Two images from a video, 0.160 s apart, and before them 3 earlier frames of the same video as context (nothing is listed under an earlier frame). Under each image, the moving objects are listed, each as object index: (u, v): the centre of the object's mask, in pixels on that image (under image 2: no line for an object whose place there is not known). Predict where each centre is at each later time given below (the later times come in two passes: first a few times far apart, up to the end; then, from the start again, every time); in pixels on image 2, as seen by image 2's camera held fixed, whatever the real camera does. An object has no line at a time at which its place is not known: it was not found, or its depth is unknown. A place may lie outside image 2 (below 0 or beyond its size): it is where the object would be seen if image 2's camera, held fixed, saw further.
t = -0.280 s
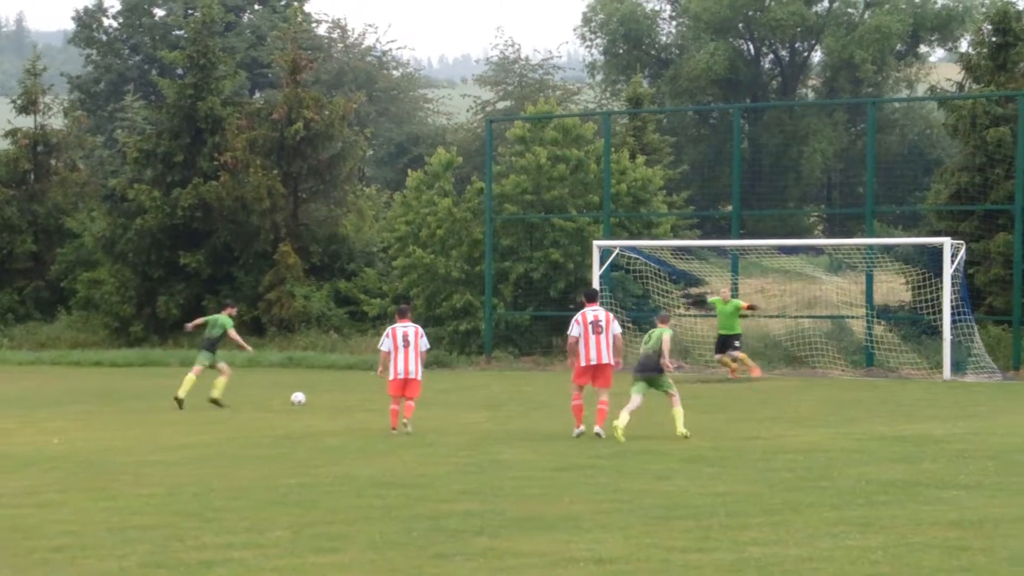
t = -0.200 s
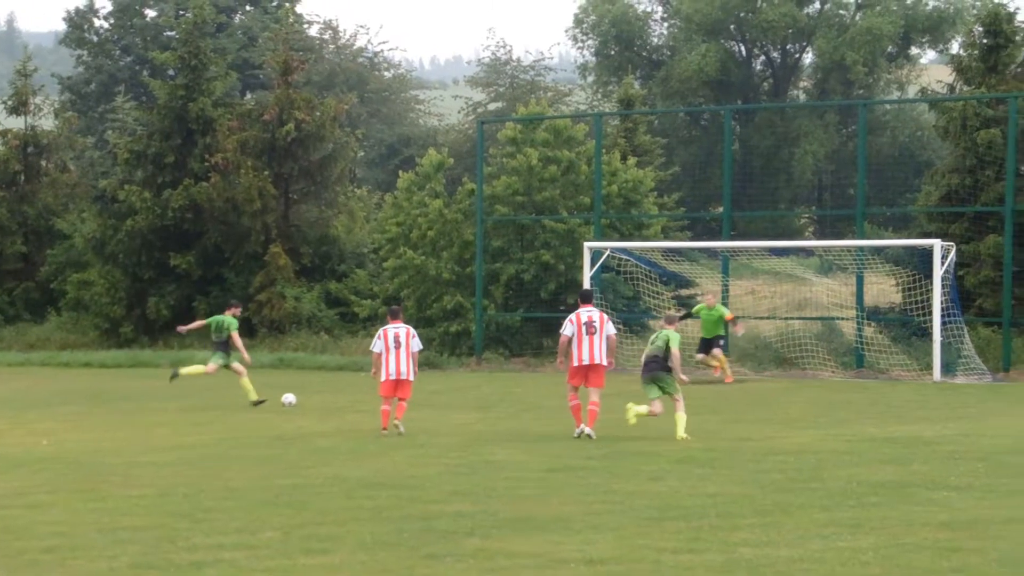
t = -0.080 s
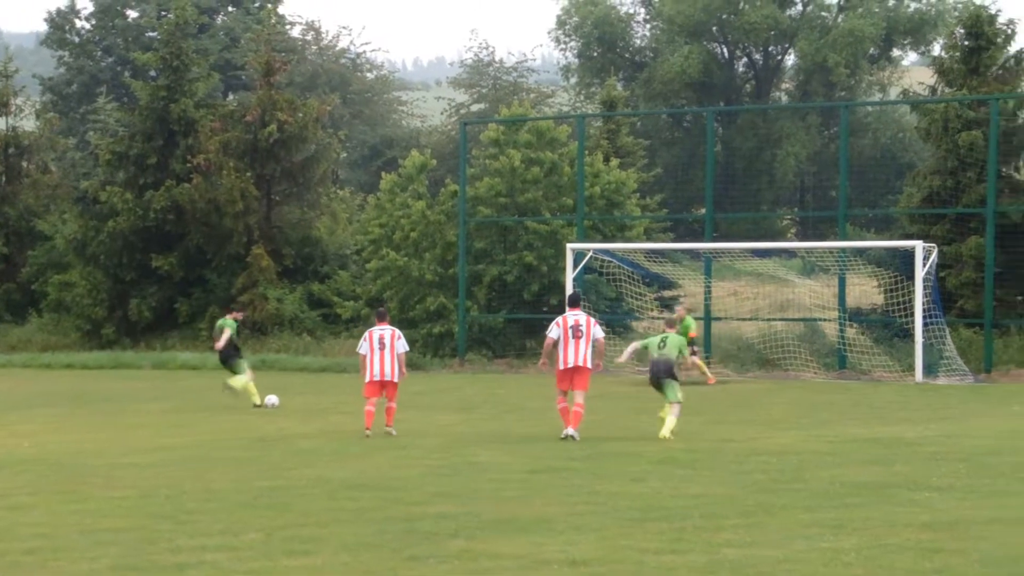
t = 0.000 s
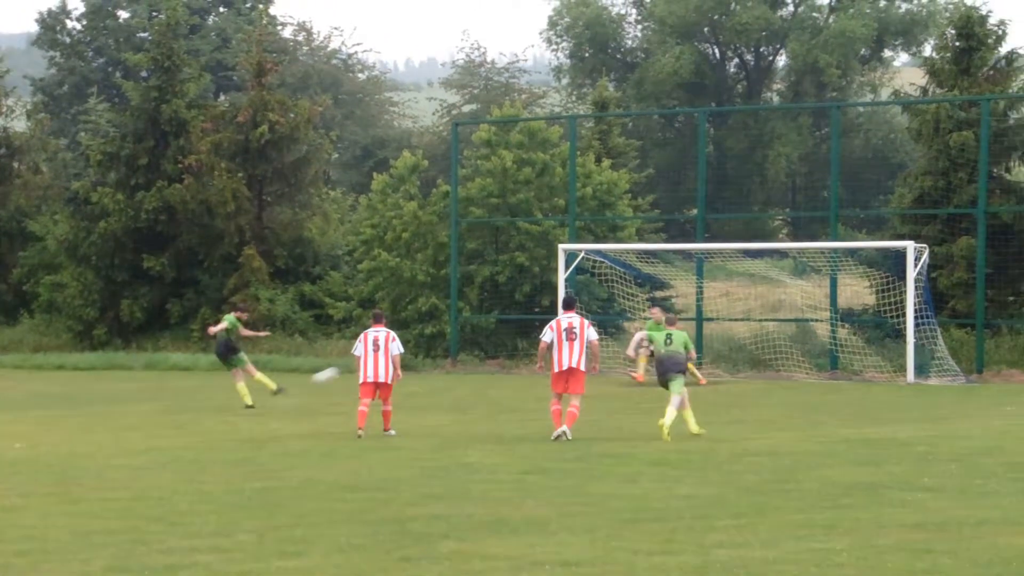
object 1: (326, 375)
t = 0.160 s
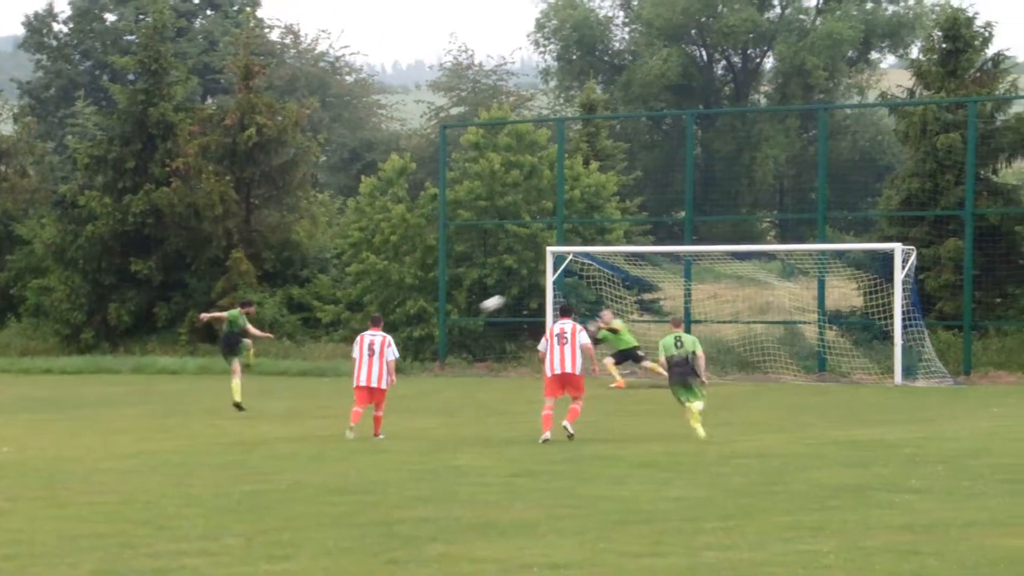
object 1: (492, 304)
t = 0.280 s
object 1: (606, 256)
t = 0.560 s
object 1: (815, 174)
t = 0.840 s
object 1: (738, 181)
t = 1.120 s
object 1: (644, 218)
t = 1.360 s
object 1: (568, 278)
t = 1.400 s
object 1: (557, 291)
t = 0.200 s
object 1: (532, 287)
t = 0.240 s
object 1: (572, 271)
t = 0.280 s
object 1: (606, 256)
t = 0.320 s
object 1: (645, 240)
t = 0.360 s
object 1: (679, 228)
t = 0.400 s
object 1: (712, 215)
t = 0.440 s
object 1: (745, 203)
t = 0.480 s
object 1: (777, 191)
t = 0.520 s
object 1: (807, 180)
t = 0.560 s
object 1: (815, 174)
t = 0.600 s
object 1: (811, 174)
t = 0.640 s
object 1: (802, 173)
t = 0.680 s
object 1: (789, 173)
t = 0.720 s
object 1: (777, 174)
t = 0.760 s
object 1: (764, 175)
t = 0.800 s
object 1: (751, 178)
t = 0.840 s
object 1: (738, 181)
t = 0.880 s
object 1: (725, 185)
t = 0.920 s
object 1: (711, 189)
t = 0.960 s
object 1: (698, 192)
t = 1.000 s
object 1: (684, 197)
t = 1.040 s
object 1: (671, 204)
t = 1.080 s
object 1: (658, 210)
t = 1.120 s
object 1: (644, 218)
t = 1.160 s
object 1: (631, 225)
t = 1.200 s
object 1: (619, 234)
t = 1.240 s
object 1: (606, 242)
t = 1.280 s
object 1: (593, 256)
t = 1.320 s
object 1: (580, 267)
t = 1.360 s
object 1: (568, 278)
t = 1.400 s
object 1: (557, 291)
